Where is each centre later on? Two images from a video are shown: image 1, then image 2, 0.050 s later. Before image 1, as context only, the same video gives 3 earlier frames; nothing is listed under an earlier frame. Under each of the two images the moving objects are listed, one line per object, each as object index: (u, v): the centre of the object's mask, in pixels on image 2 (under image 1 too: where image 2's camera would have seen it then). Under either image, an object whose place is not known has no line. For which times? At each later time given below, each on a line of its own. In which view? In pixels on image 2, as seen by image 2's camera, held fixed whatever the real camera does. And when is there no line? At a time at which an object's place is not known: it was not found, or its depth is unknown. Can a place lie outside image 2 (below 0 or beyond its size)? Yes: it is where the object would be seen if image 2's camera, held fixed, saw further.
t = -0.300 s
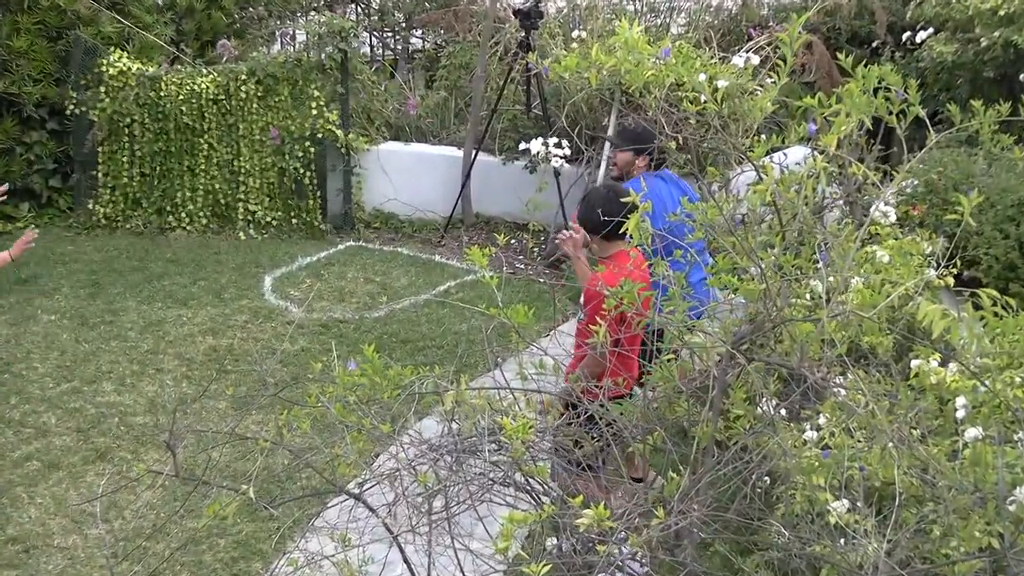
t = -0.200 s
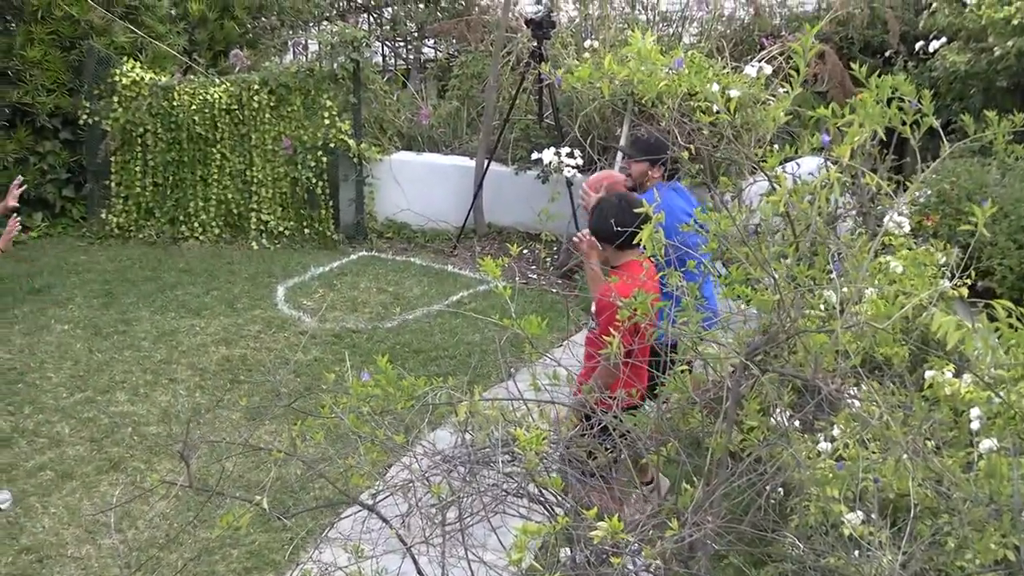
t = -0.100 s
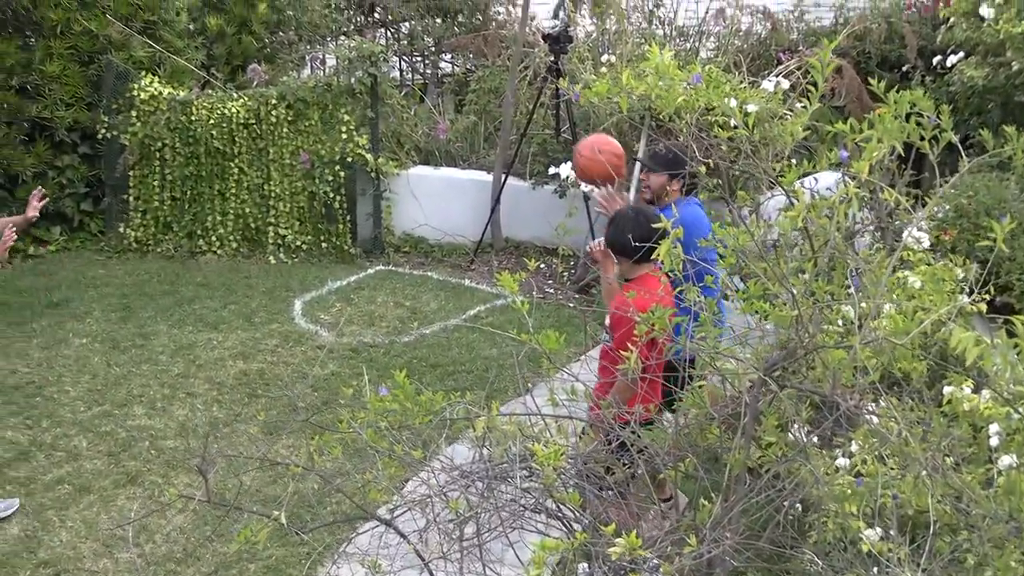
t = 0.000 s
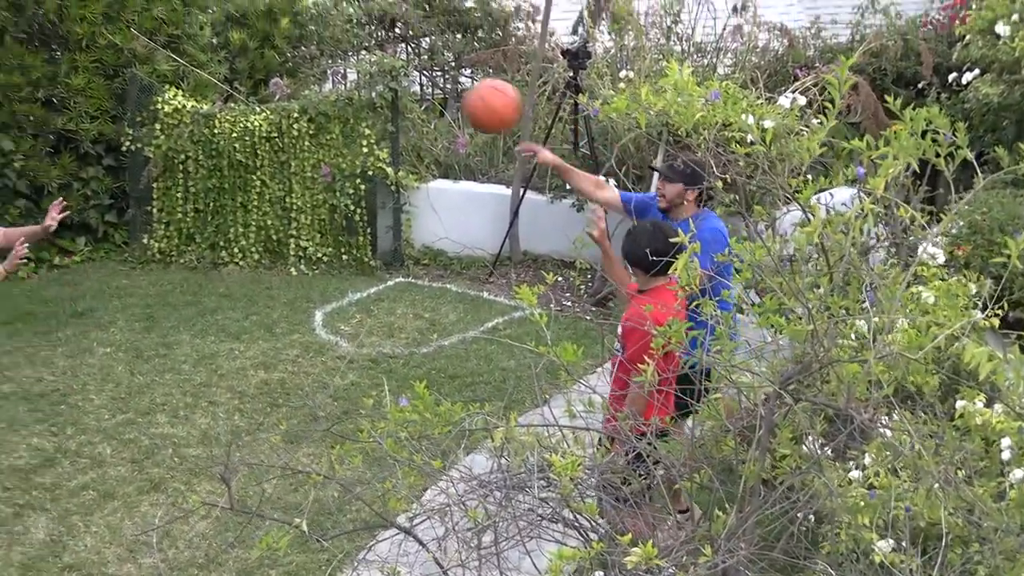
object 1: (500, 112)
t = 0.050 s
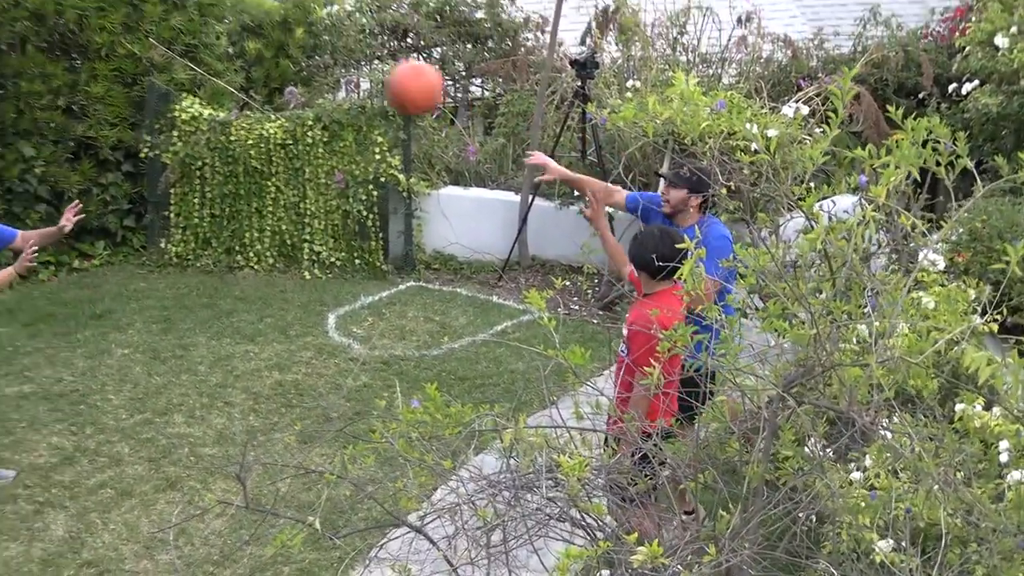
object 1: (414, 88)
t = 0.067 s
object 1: (386, 82)
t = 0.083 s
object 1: (357, 75)
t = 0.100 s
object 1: (326, 68)
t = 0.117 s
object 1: (296, 63)
